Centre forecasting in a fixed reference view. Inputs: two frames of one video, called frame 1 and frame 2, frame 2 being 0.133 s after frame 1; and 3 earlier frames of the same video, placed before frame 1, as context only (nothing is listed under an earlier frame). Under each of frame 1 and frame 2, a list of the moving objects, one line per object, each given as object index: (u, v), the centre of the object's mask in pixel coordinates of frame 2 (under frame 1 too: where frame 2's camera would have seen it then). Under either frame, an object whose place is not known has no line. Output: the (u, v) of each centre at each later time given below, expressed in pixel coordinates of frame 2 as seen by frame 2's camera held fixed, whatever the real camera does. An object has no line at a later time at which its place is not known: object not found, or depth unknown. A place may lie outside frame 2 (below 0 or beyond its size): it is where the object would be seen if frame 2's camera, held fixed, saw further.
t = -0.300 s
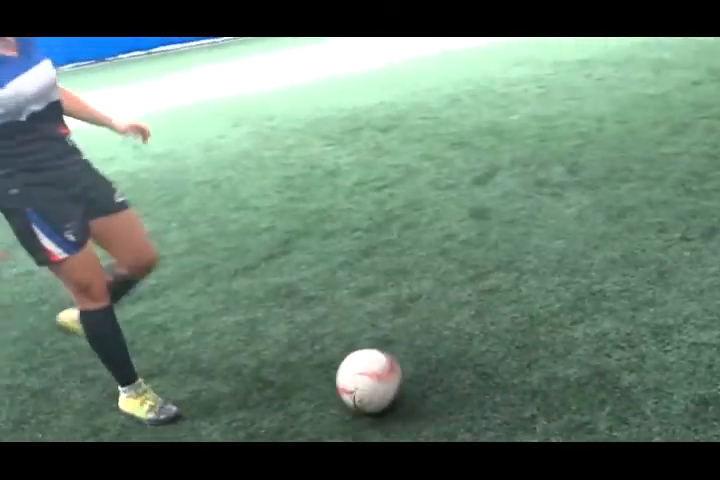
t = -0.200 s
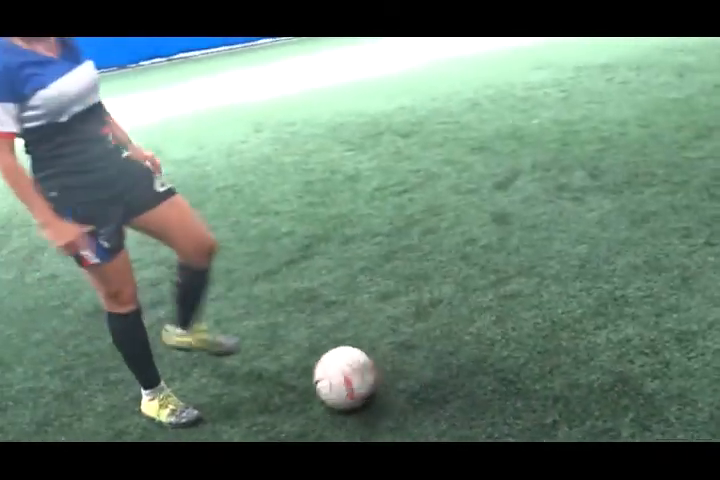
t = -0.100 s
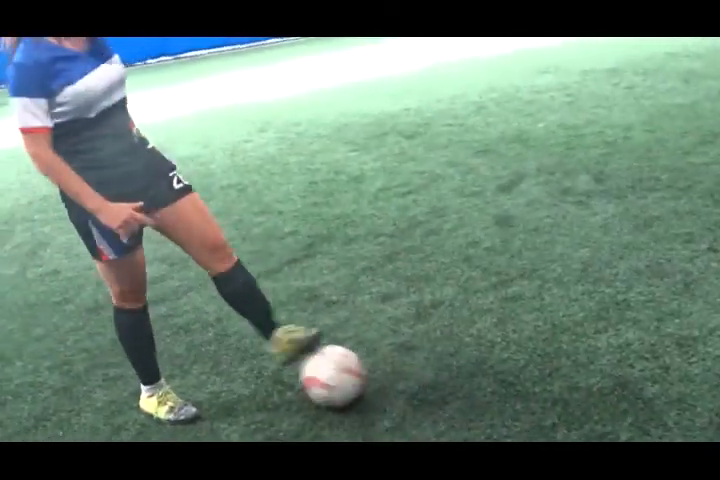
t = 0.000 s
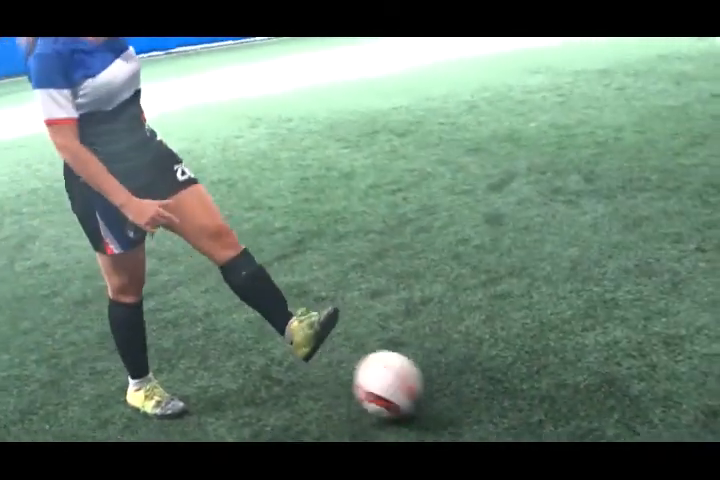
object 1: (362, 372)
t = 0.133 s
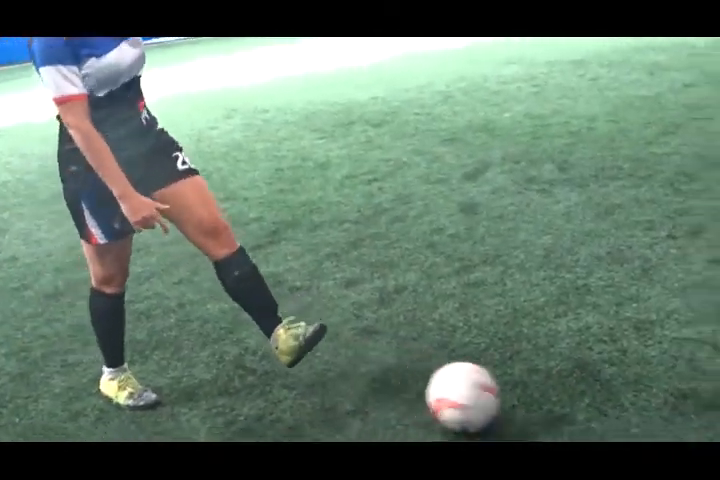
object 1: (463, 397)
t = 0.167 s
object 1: (488, 400)
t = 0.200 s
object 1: (514, 406)
